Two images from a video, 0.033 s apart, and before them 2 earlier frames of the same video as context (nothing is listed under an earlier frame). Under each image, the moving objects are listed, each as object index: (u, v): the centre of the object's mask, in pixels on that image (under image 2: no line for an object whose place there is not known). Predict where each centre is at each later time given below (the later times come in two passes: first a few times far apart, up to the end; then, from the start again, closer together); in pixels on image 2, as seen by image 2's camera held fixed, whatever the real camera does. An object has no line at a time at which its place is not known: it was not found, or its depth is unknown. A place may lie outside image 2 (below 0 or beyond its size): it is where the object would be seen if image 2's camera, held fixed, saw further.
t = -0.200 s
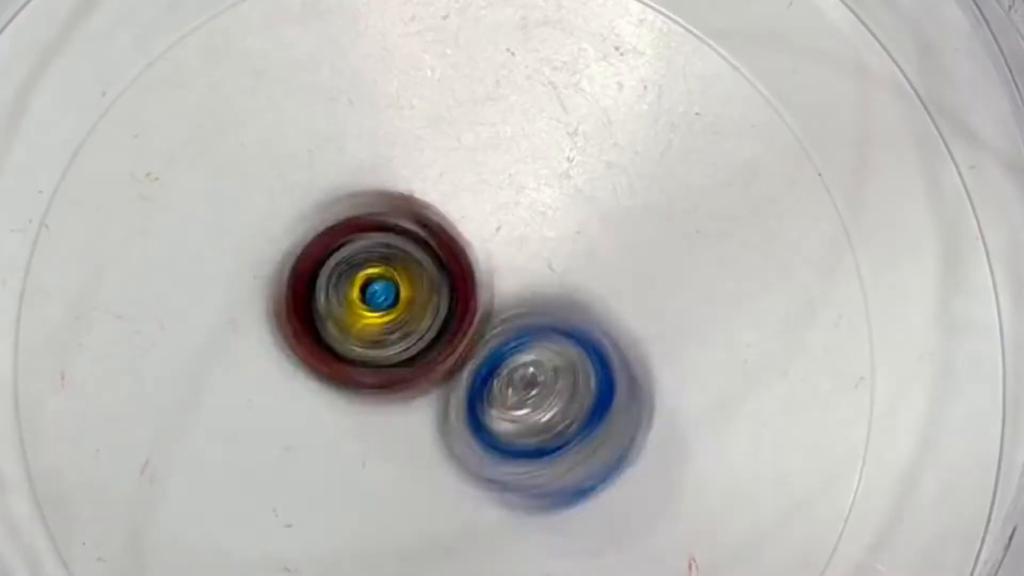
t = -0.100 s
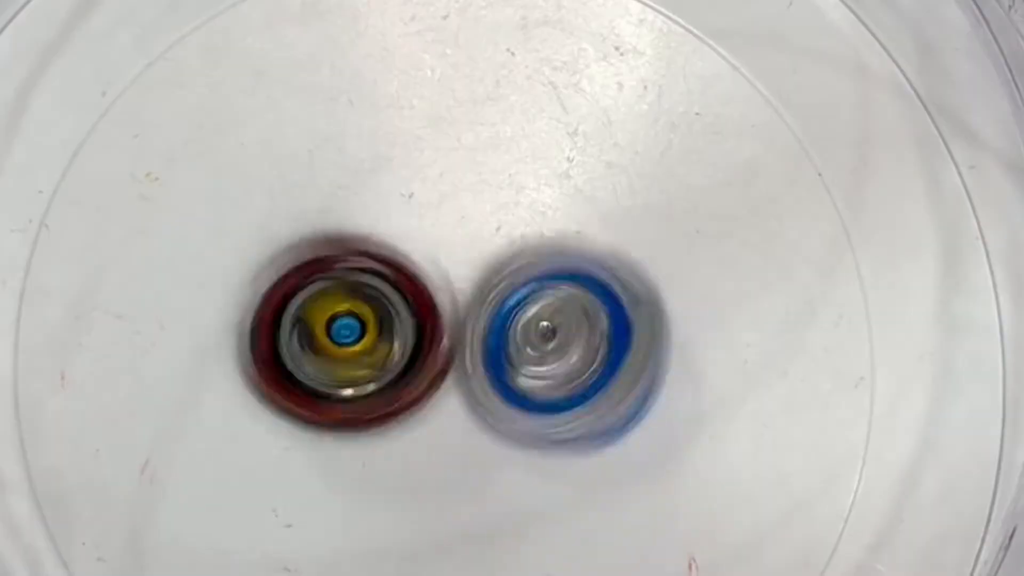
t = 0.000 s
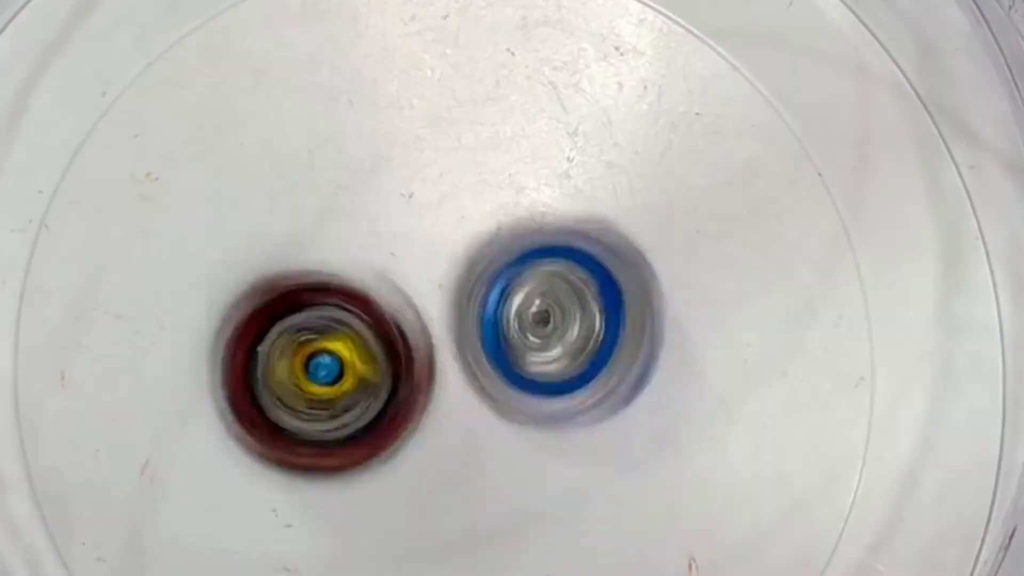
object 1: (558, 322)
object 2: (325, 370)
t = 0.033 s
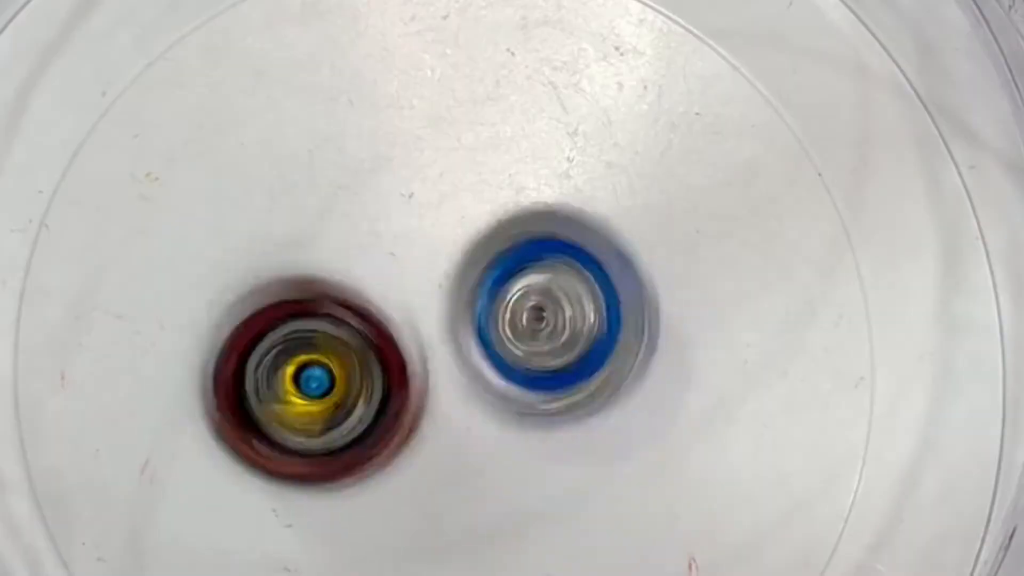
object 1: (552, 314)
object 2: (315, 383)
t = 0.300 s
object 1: (443, 266)
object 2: (373, 448)
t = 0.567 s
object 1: (397, 256)
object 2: (481, 446)
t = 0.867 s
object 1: (342, 299)
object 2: (496, 479)
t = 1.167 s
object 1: (352, 316)
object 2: (513, 429)
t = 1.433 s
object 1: (350, 341)
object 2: (510, 410)
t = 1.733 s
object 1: (342, 347)
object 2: (505, 392)
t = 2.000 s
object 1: (343, 346)
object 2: (504, 392)
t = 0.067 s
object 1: (542, 310)
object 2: (310, 396)
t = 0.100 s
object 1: (533, 307)
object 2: (309, 410)
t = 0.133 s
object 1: (521, 301)
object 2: (316, 422)
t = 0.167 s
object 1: (506, 298)
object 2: (330, 436)
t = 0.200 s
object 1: (491, 294)
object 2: (342, 438)
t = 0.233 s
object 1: (477, 283)
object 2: (358, 439)
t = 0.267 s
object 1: (458, 274)
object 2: (364, 446)
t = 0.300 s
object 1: (443, 266)
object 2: (373, 448)
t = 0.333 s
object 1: (431, 258)
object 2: (379, 458)
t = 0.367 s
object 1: (421, 250)
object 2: (392, 462)
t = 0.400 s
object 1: (412, 249)
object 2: (411, 470)
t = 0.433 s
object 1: (408, 248)
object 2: (428, 473)
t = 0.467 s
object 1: (406, 249)
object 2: (442, 470)
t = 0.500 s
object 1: (402, 249)
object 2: (455, 463)
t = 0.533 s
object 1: (400, 252)
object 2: (469, 454)
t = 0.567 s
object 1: (397, 256)
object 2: (481, 446)
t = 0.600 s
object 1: (393, 257)
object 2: (492, 448)
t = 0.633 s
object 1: (386, 249)
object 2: (497, 462)
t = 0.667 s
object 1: (386, 255)
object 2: (488, 465)
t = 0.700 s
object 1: (386, 266)
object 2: (484, 455)
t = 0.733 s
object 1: (379, 275)
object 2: (498, 446)
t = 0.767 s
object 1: (368, 277)
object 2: (514, 471)
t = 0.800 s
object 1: (358, 283)
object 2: (512, 481)
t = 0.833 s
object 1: (350, 290)
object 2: (502, 483)
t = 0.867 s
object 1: (342, 299)
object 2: (496, 479)
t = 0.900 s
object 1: (337, 307)
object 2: (499, 471)
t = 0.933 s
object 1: (336, 311)
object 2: (505, 462)
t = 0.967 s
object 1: (337, 313)
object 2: (512, 458)
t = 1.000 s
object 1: (337, 311)
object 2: (519, 462)
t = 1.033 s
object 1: (342, 309)
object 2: (523, 462)
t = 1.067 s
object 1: (346, 308)
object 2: (523, 463)
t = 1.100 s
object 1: (350, 310)
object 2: (519, 458)
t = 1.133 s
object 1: (353, 314)
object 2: (520, 446)
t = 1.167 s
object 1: (352, 316)
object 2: (513, 429)
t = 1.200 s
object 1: (347, 310)
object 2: (504, 420)
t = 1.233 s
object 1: (346, 304)
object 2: (505, 420)
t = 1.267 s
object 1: (347, 304)
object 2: (508, 423)
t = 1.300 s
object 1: (350, 309)
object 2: (509, 427)
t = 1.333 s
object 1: (352, 314)
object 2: (510, 427)
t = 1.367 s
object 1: (353, 323)
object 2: (511, 423)
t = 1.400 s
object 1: (353, 332)
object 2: (511, 417)
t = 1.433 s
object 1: (350, 341)
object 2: (510, 410)
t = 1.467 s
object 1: (344, 348)
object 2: (509, 401)
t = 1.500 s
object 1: (341, 349)
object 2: (507, 395)
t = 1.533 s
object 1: (341, 348)
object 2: (505, 392)
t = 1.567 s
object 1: (342, 345)
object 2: (504, 391)
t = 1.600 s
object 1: (344, 342)
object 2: (505, 392)
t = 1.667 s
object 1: (344, 344)
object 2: (505, 392)
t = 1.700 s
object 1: (343, 346)
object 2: (505, 392)
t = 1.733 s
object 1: (342, 347)
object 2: (505, 392)
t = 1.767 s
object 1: (343, 346)
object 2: (504, 392)
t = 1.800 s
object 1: (343, 345)
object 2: (505, 392)
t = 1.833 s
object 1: (343, 345)
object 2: (505, 392)
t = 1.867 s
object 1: (343, 346)
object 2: (505, 392)
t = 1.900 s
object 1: (343, 346)
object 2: (504, 392)
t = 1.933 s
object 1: (343, 346)
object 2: (504, 392)
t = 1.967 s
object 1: (343, 346)
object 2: (505, 392)
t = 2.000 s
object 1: (343, 346)
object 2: (504, 392)
